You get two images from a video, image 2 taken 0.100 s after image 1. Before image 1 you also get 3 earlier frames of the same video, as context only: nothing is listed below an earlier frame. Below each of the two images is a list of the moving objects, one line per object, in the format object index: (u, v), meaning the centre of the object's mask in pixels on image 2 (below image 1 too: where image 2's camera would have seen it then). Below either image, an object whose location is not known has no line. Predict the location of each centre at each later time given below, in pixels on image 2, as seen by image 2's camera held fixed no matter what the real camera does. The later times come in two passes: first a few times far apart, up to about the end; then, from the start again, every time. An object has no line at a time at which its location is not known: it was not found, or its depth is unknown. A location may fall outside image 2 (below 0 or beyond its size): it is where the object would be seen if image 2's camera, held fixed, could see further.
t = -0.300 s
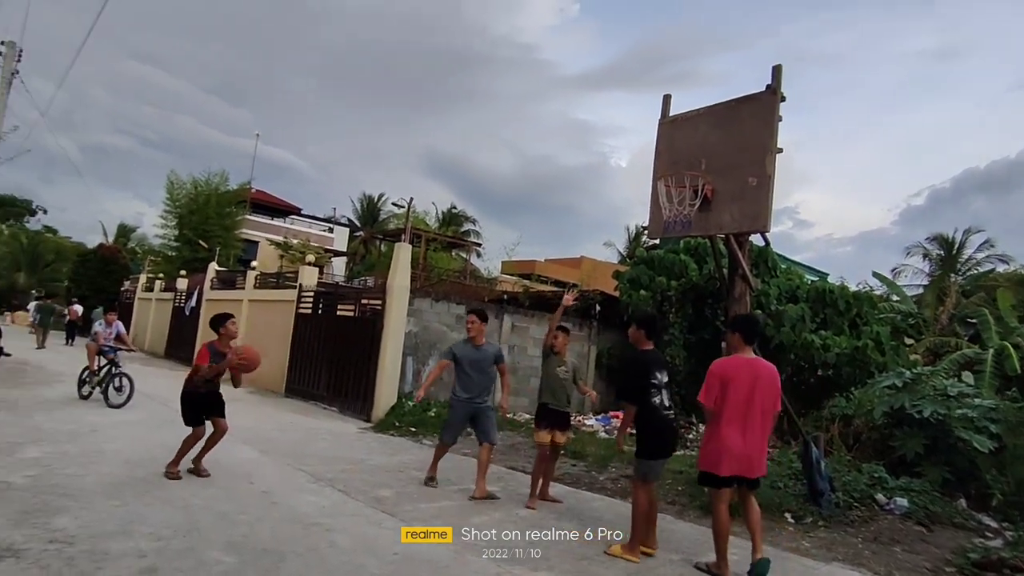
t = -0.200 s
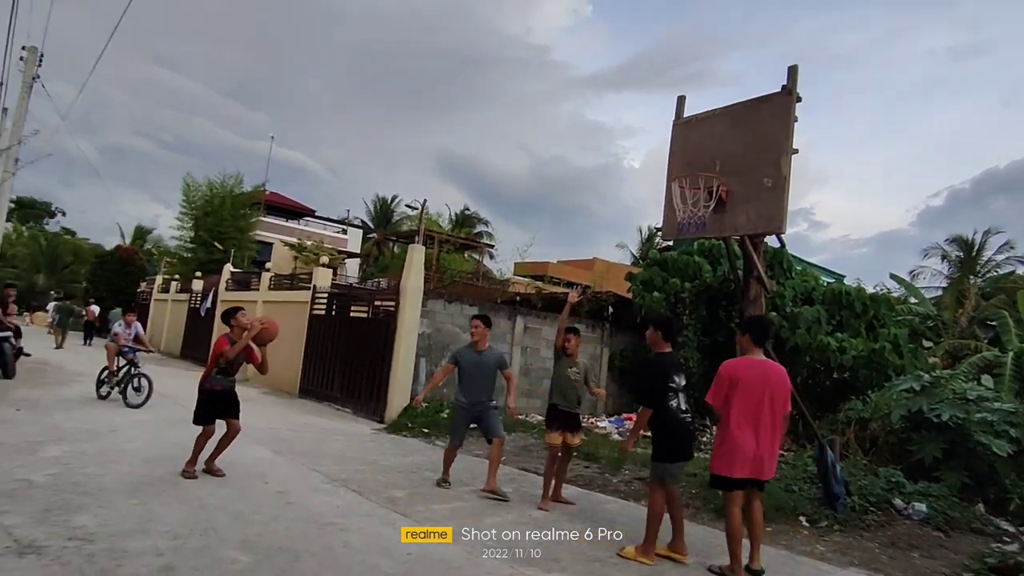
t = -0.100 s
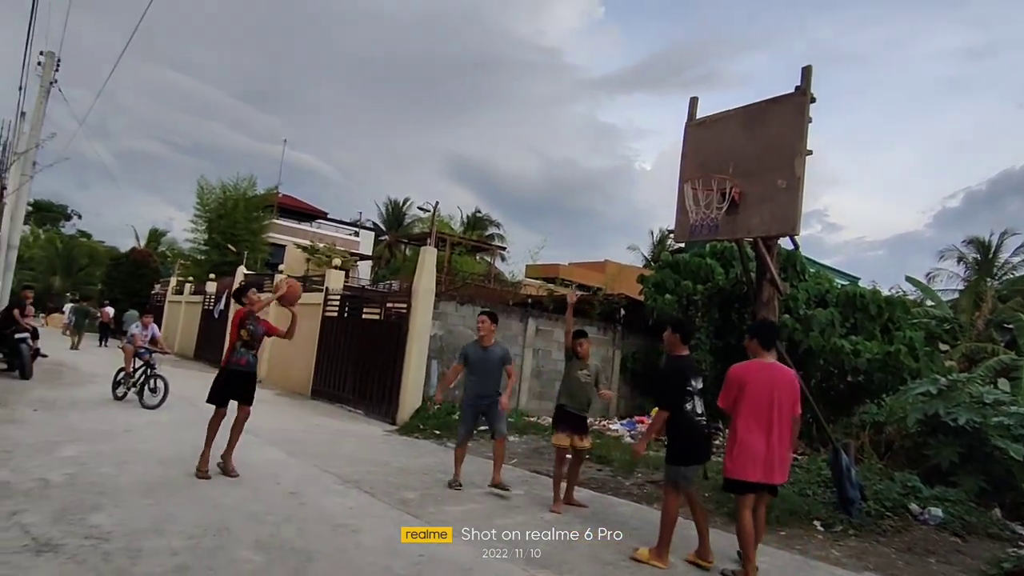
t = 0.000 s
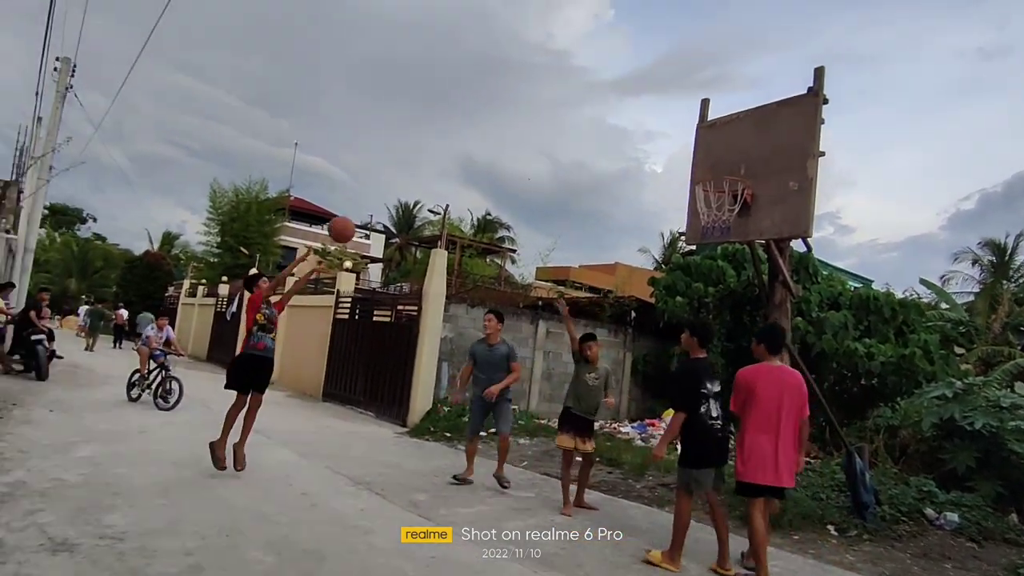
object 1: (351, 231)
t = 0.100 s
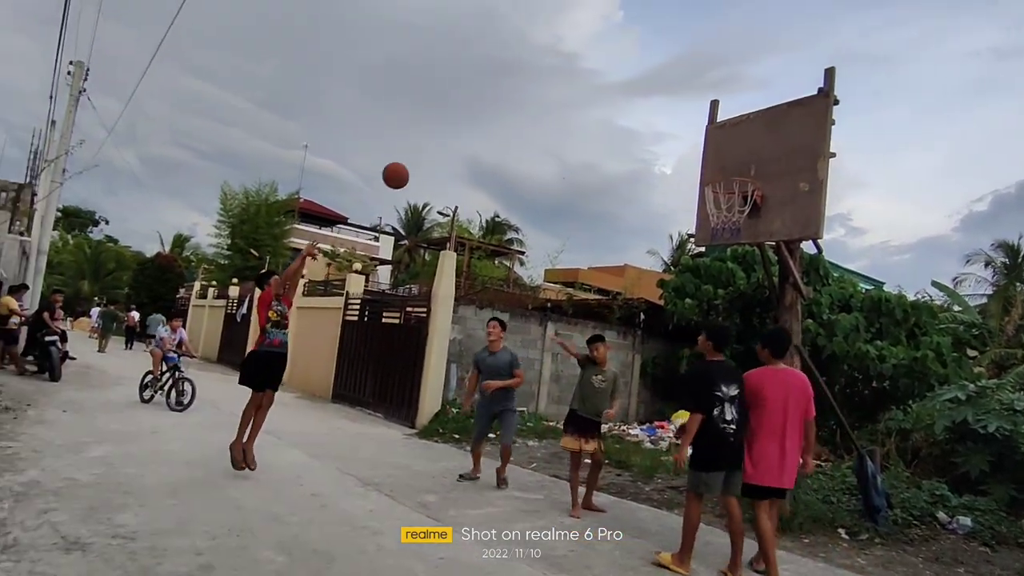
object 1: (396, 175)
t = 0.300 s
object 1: (480, 97)
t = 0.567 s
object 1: (583, 62)
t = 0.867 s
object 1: (690, 110)
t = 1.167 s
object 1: (720, 198)
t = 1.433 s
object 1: (717, 246)
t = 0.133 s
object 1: (410, 159)
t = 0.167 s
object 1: (424, 144)
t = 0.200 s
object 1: (438, 131)
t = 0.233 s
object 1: (452, 119)
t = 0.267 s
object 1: (466, 107)
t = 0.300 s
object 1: (480, 97)
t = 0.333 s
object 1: (493, 89)
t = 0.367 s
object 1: (507, 82)
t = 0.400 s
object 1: (519, 75)
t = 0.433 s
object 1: (532, 70)
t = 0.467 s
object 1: (545, 66)
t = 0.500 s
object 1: (558, 64)
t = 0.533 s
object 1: (570, 62)
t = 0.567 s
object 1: (583, 62)
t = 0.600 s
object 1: (595, 62)
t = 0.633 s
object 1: (607, 64)
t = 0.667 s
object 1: (620, 67)
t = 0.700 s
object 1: (631, 72)
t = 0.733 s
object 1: (643, 77)
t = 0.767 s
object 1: (655, 83)
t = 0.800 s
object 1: (667, 91)
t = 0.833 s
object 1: (678, 100)
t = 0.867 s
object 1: (690, 110)
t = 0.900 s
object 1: (701, 122)
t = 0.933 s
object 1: (713, 135)
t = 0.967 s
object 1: (723, 148)
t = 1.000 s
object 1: (735, 162)
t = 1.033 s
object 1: (733, 165)
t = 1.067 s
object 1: (729, 169)
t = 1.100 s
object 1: (726, 181)
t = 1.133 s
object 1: (724, 191)
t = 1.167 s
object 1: (720, 198)
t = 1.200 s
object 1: (719, 203)
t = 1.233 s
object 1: (719, 207)
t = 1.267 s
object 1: (717, 213)
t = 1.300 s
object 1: (718, 214)
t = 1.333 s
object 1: (717, 220)
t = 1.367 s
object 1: (717, 227)
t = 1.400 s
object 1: (717, 236)
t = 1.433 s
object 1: (717, 246)
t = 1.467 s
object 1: (715, 257)
